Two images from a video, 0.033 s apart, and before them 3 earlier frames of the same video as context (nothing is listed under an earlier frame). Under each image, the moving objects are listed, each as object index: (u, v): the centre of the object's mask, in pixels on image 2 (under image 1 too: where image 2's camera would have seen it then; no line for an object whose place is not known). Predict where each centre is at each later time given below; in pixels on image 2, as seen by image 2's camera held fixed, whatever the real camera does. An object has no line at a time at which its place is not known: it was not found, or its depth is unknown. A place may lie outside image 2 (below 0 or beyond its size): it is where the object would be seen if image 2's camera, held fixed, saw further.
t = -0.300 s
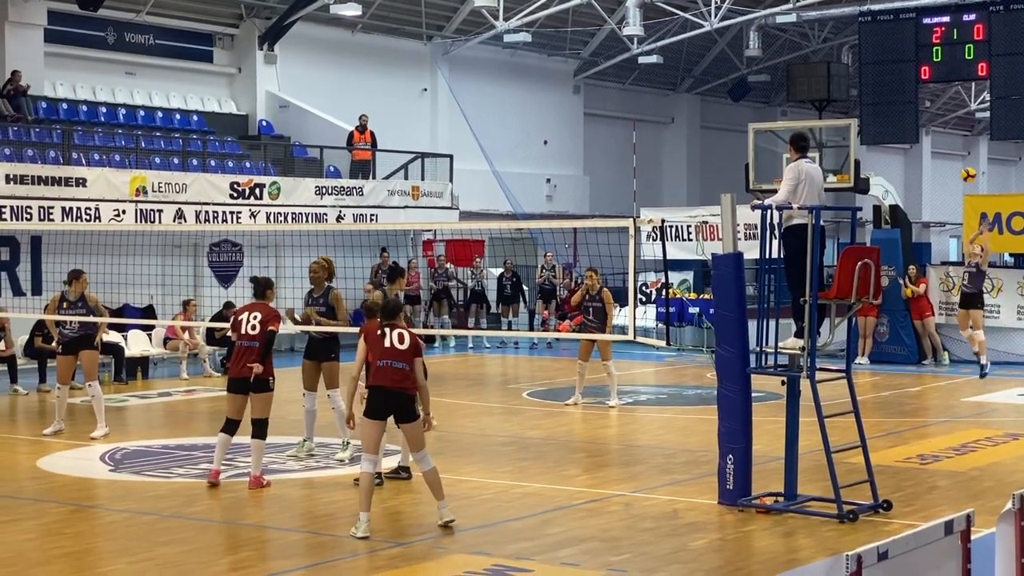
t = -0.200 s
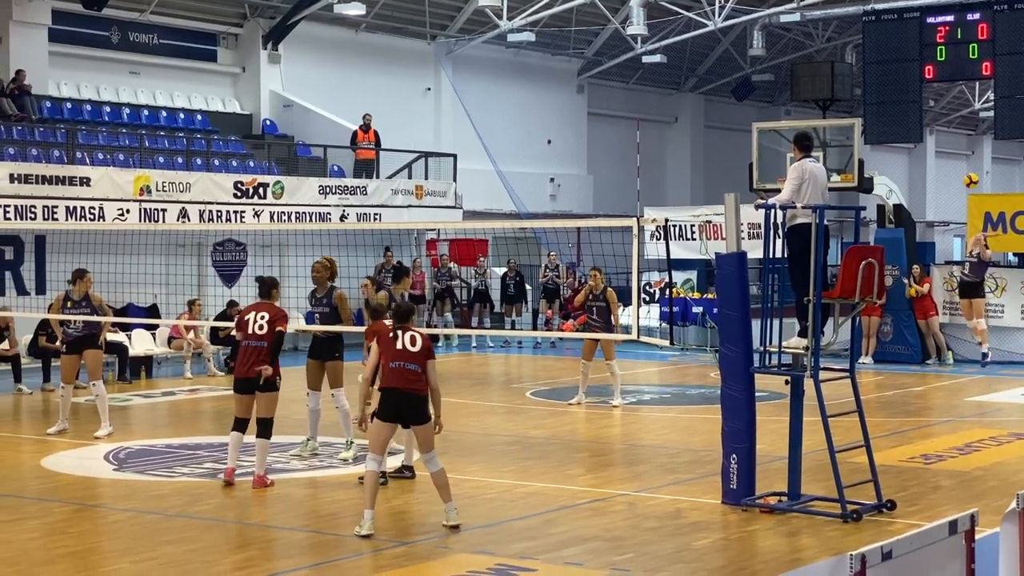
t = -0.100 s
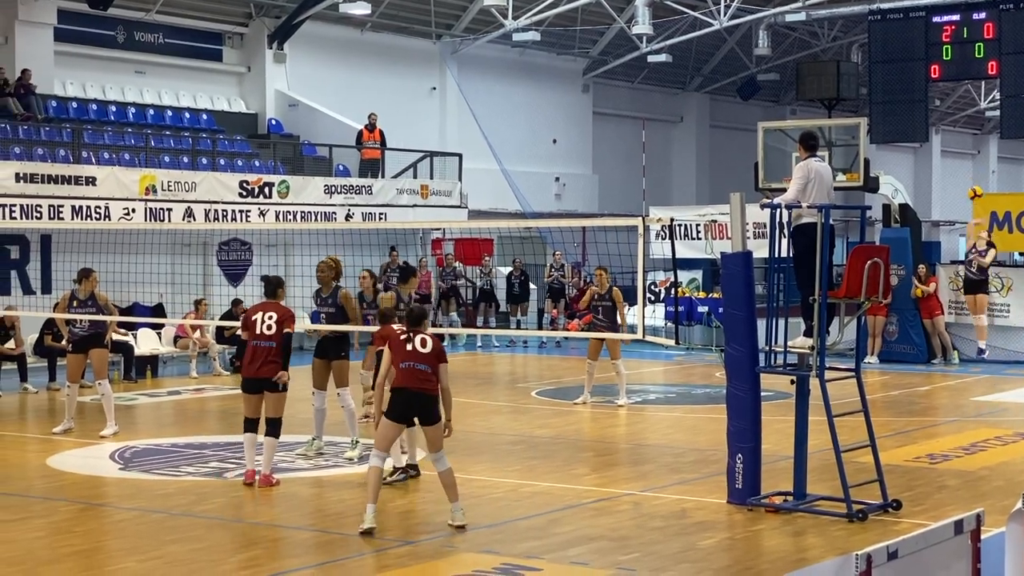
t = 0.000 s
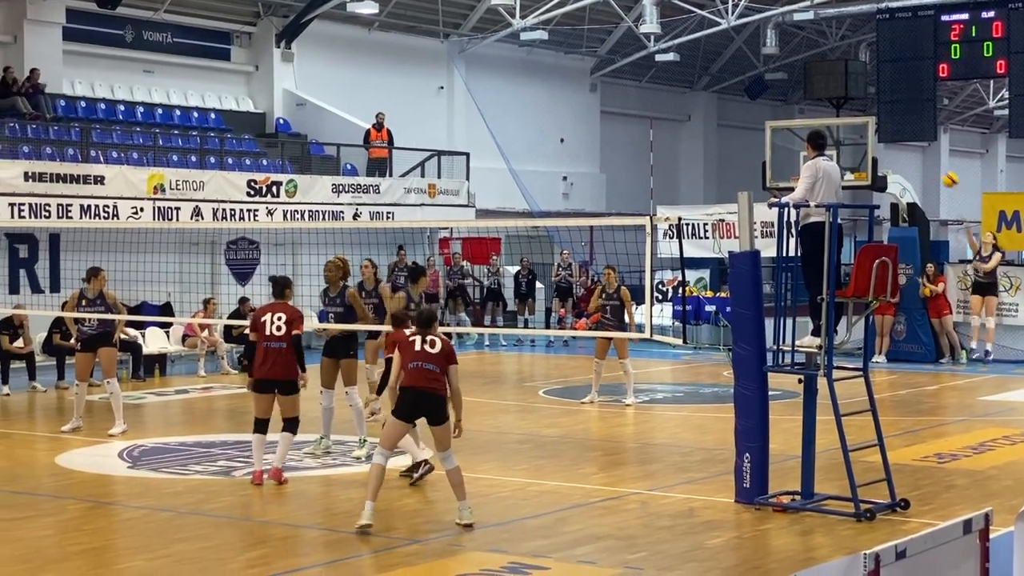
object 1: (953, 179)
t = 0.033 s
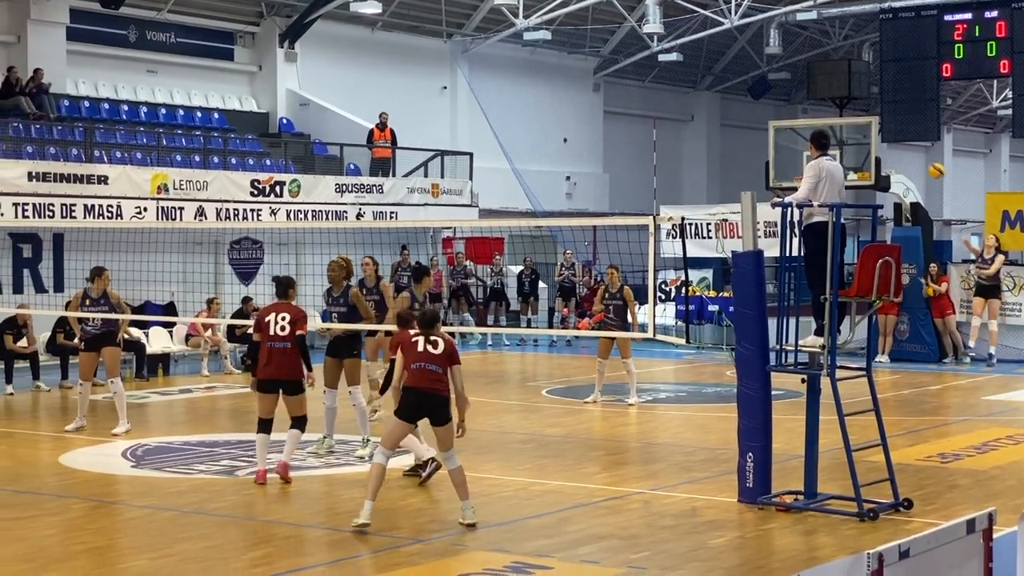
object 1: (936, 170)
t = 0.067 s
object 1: (918, 162)
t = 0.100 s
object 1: (900, 152)
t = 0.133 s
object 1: (883, 146)
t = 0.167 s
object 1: (860, 140)
